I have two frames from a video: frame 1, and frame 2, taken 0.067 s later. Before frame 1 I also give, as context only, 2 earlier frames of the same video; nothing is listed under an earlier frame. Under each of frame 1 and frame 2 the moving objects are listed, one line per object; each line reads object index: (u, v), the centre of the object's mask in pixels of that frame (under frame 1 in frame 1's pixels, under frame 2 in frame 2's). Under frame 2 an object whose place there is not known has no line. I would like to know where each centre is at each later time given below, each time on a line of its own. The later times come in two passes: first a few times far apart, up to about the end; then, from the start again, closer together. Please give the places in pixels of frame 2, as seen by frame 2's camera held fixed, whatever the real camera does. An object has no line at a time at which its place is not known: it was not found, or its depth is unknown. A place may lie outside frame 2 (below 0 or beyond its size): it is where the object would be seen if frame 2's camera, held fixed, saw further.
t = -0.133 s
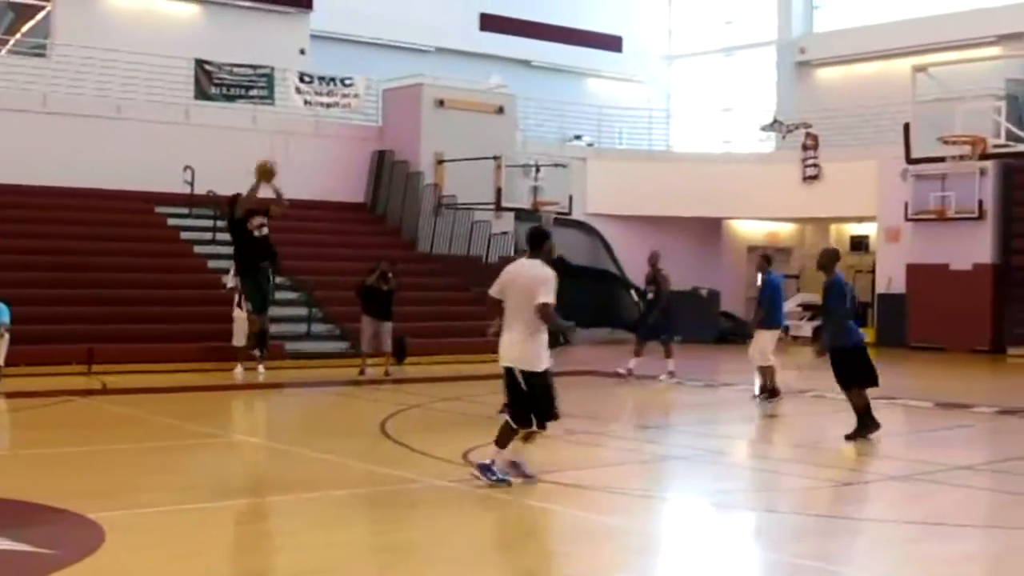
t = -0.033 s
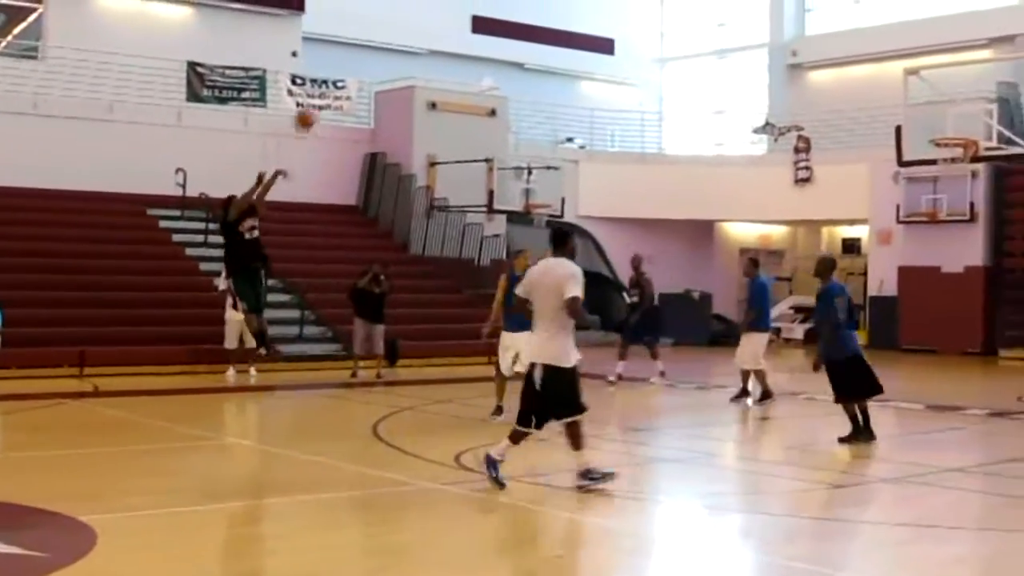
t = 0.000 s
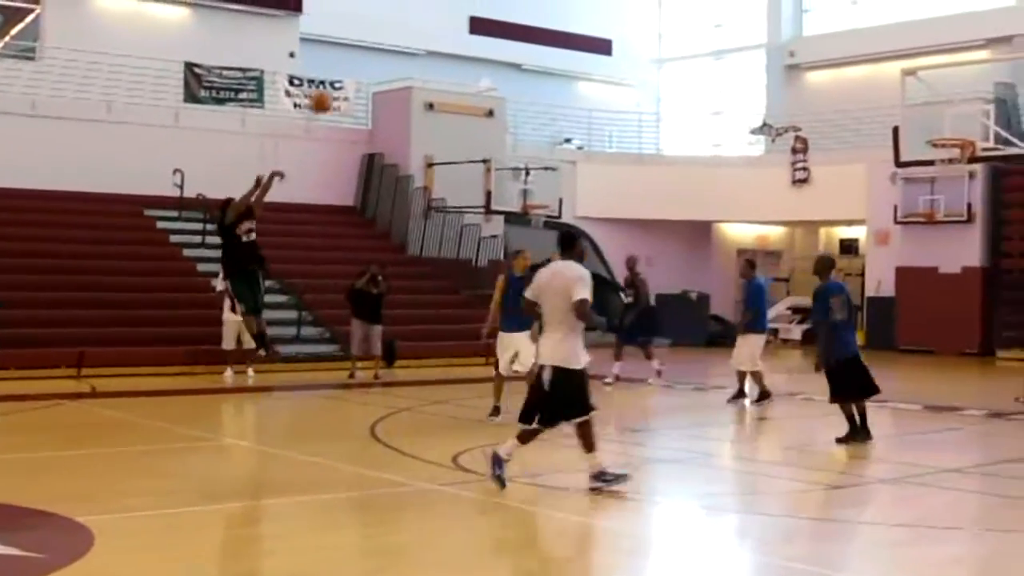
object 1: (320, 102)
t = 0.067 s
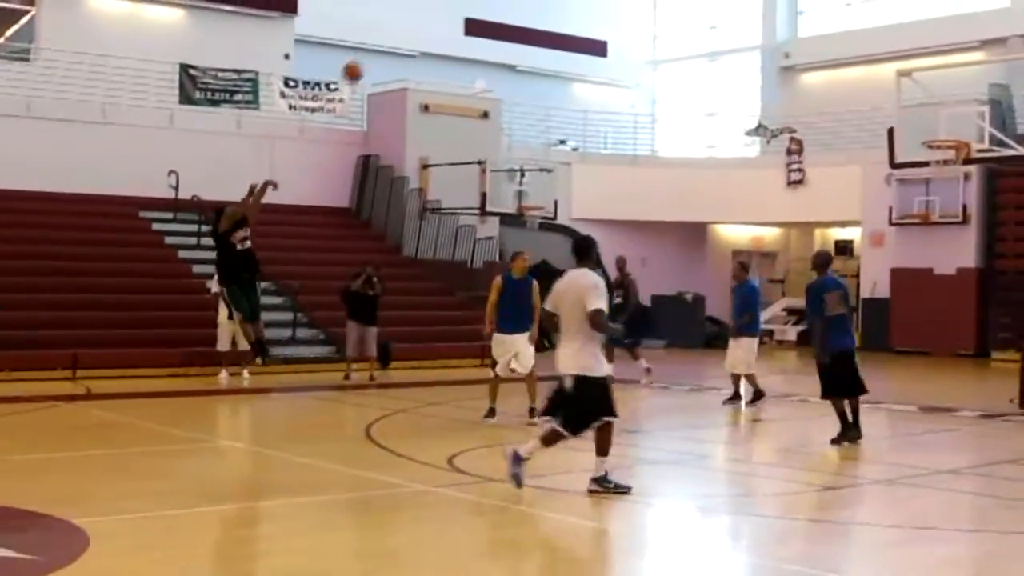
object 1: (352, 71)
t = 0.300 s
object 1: (479, -7)
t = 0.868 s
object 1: (782, 1)
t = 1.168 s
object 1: (939, 124)
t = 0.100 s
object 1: (371, 58)
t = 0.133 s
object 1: (389, 44)
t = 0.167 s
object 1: (407, 32)
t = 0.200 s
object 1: (425, 20)
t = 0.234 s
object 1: (443, 10)
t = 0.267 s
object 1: (462, 0)
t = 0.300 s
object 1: (479, -7)
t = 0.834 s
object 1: (766, -8)
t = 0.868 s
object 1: (782, 1)
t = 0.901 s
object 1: (799, 11)
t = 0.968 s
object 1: (835, 34)
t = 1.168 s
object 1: (939, 124)
